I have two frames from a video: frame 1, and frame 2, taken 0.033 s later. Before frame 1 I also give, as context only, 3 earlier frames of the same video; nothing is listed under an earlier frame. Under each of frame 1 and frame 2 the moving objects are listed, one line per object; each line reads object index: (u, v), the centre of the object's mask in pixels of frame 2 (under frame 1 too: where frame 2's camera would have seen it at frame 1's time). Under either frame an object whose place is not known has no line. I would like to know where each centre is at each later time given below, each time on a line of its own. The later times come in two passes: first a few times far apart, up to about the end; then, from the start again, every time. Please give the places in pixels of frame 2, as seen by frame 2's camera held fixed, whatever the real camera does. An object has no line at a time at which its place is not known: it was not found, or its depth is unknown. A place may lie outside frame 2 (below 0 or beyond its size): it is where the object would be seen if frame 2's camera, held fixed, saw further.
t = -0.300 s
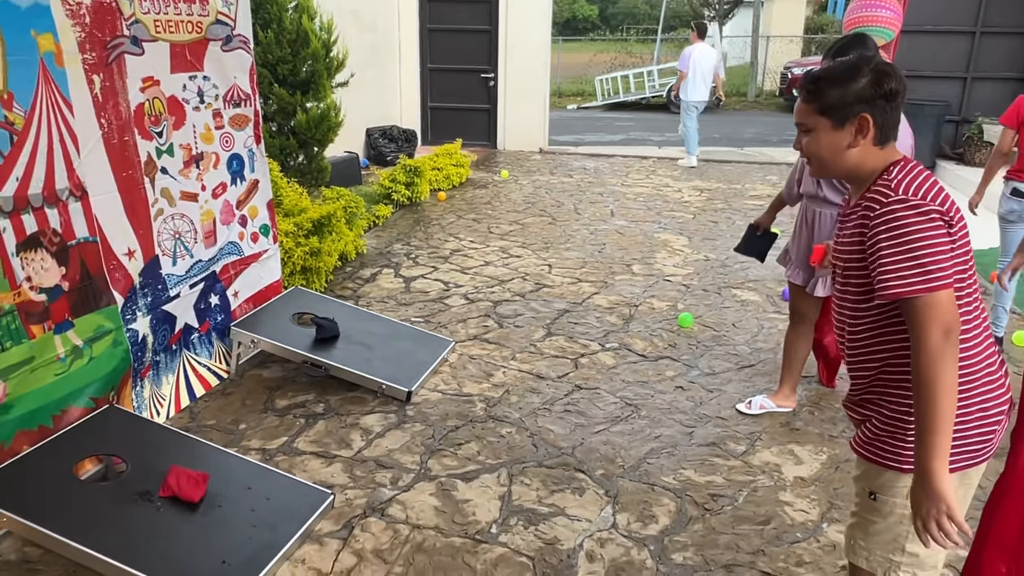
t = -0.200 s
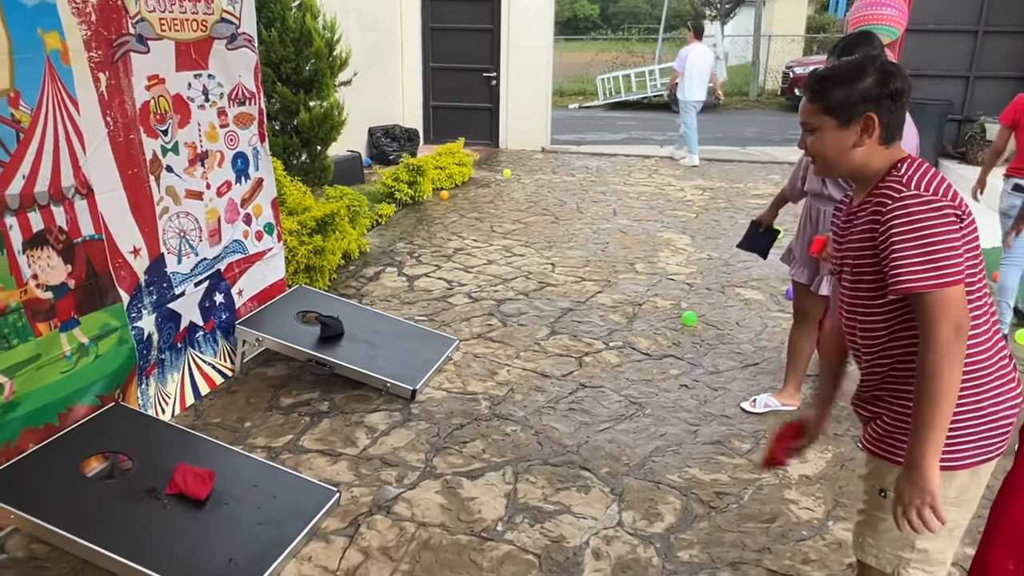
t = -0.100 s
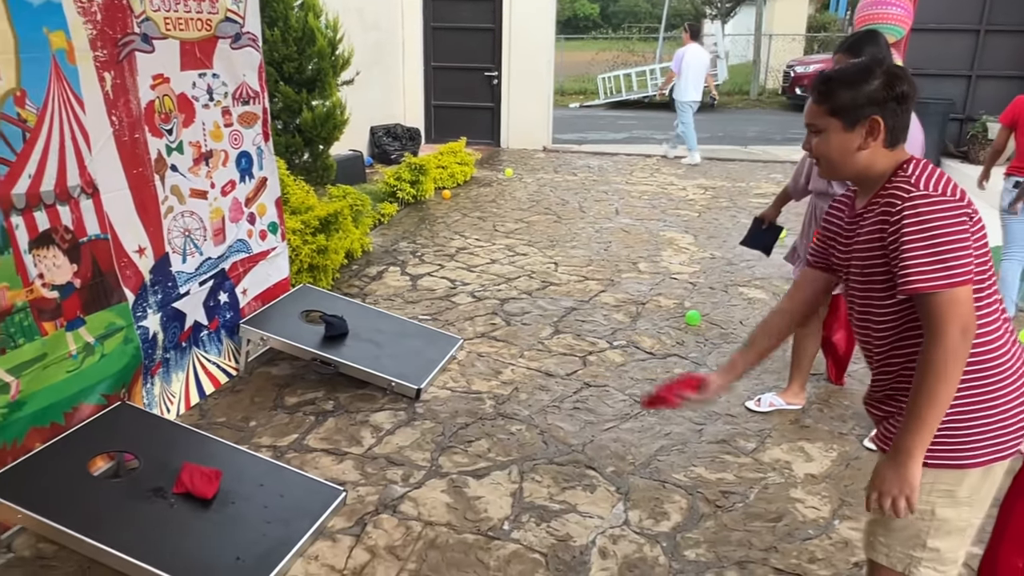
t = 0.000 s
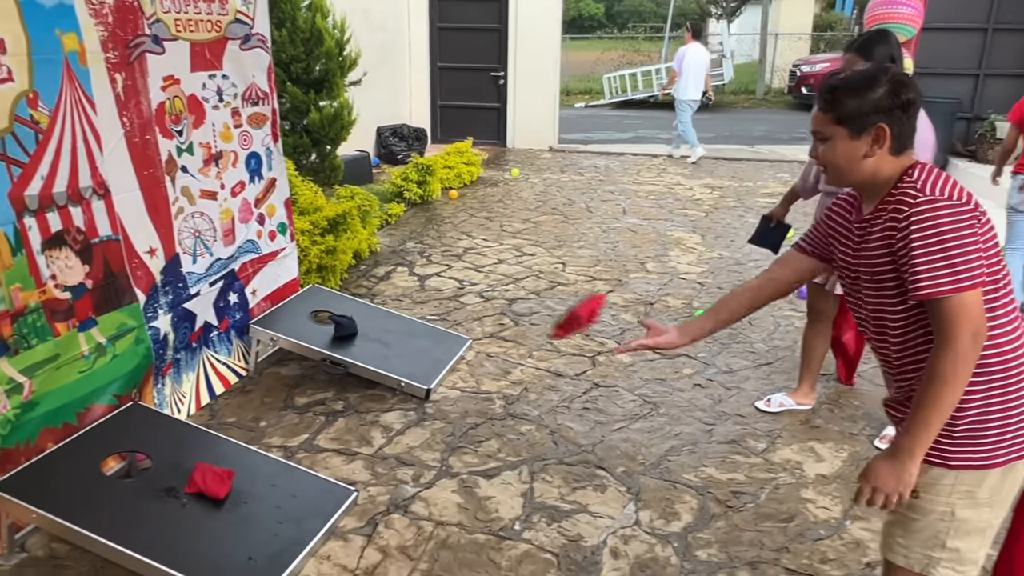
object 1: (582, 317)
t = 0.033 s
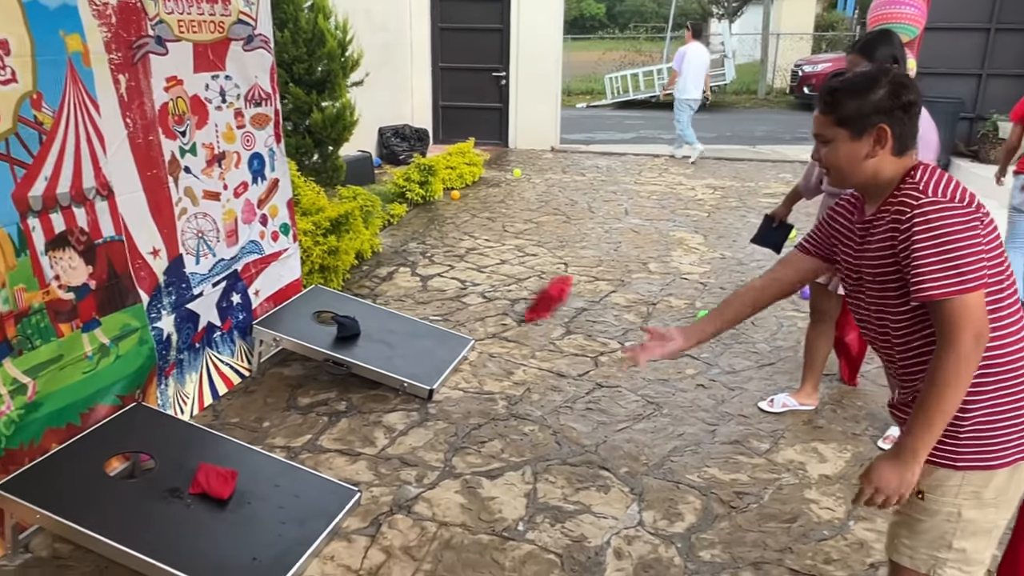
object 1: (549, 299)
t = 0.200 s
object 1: (385, 276)
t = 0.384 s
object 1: (229, 356)
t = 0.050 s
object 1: (532, 292)
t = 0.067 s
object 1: (514, 287)
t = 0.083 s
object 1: (497, 282)
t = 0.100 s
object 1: (481, 279)
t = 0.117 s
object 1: (466, 274)
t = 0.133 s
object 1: (449, 272)
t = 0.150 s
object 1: (432, 273)
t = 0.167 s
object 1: (416, 272)
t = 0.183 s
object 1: (401, 274)
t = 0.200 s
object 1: (385, 276)
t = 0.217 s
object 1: (369, 278)
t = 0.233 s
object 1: (353, 282)
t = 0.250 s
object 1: (339, 286)
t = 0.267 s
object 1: (323, 293)
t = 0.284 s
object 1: (309, 299)
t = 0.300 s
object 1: (295, 307)
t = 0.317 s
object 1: (281, 317)
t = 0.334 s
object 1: (267, 327)
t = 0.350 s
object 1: (253, 335)
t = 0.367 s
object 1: (241, 345)
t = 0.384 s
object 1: (229, 356)
